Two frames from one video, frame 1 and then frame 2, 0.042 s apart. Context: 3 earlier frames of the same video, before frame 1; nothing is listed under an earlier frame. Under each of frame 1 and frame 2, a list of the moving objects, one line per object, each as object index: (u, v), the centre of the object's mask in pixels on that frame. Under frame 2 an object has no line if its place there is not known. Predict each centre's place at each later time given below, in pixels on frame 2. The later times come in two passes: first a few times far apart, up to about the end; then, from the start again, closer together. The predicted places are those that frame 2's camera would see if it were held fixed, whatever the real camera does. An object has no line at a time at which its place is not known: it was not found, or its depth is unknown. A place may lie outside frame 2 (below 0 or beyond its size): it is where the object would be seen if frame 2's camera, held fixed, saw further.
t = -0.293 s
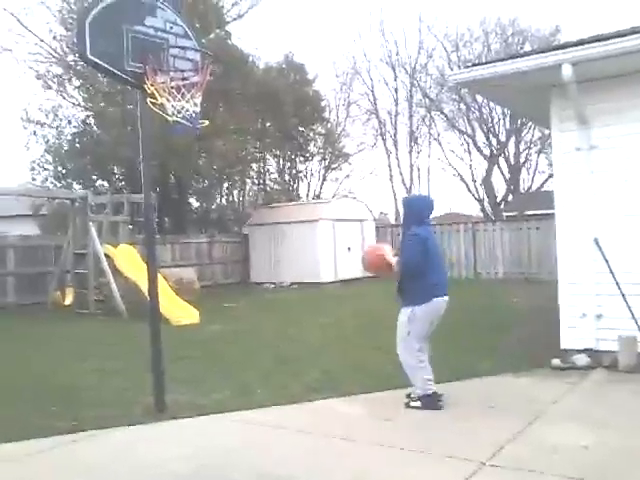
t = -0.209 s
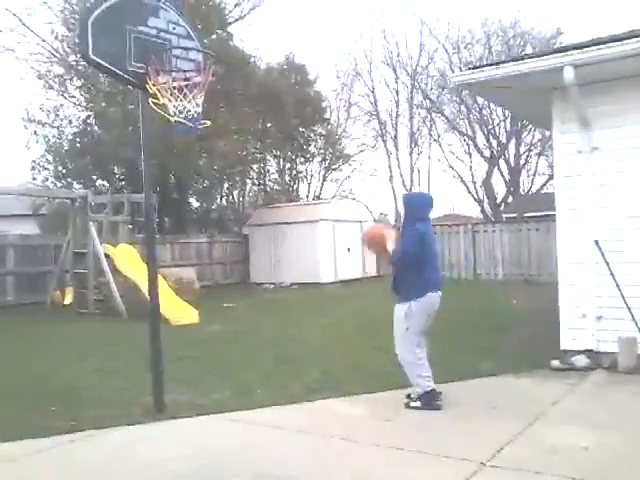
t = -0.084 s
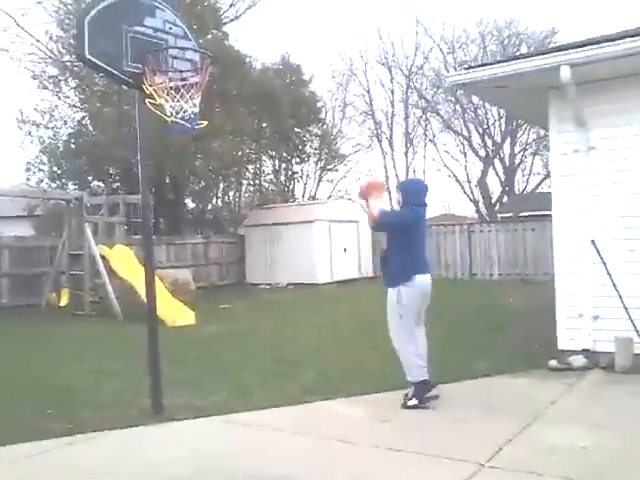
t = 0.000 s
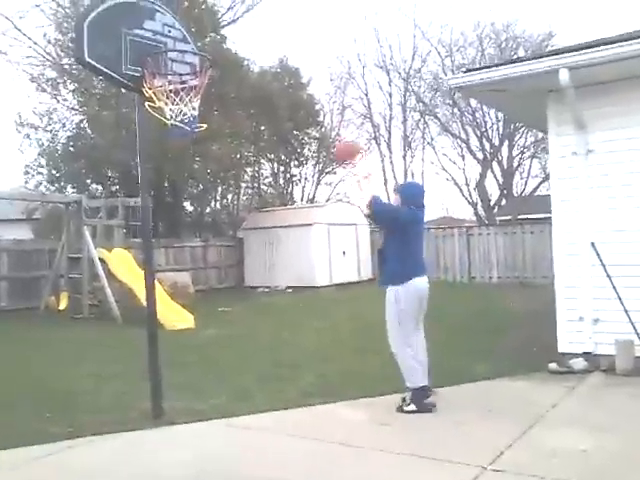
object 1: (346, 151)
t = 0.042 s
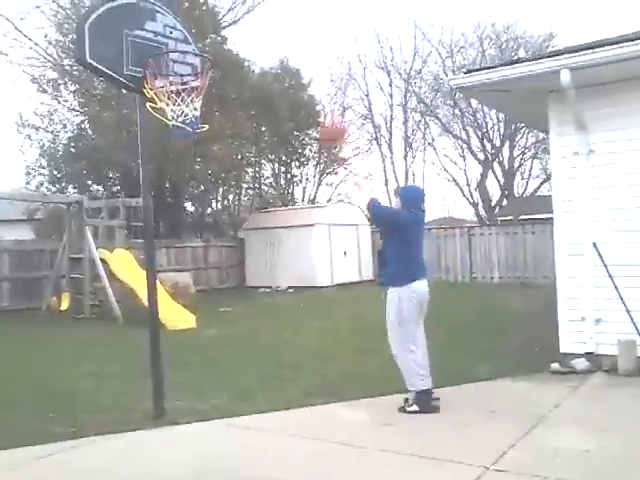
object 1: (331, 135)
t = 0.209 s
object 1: (276, 75)
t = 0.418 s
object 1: (209, 47)
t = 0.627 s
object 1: (188, 43)
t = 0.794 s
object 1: (188, 42)
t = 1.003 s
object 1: (183, 51)
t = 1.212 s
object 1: (172, 89)
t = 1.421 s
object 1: (189, 134)
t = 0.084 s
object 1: (316, 112)
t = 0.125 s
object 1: (302, 98)
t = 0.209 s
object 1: (276, 75)
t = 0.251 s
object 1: (260, 66)
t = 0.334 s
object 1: (229, 54)
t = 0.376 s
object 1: (220, 52)
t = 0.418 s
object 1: (209, 47)
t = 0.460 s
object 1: (192, 46)
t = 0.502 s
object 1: (190, 47)
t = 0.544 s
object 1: (189, 58)
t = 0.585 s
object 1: (189, 53)
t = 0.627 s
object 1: (188, 43)
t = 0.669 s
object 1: (188, 44)
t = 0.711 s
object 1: (189, 45)
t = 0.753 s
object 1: (190, 44)
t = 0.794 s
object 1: (188, 42)
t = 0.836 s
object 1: (186, 55)
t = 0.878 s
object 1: (187, 54)
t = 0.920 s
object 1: (186, 51)
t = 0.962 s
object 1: (185, 50)
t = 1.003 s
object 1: (183, 51)
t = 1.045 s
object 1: (180, 54)
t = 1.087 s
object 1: (179, 59)
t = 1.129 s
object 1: (178, 67)
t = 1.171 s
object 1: (174, 79)
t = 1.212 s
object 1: (172, 89)
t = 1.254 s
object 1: (172, 95)
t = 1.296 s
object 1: (180, 120)
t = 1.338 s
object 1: (182, 122)
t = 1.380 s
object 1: (182, 129)
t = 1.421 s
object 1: (189, 134)
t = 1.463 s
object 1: (192, 142)
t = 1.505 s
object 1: (196, 153)
